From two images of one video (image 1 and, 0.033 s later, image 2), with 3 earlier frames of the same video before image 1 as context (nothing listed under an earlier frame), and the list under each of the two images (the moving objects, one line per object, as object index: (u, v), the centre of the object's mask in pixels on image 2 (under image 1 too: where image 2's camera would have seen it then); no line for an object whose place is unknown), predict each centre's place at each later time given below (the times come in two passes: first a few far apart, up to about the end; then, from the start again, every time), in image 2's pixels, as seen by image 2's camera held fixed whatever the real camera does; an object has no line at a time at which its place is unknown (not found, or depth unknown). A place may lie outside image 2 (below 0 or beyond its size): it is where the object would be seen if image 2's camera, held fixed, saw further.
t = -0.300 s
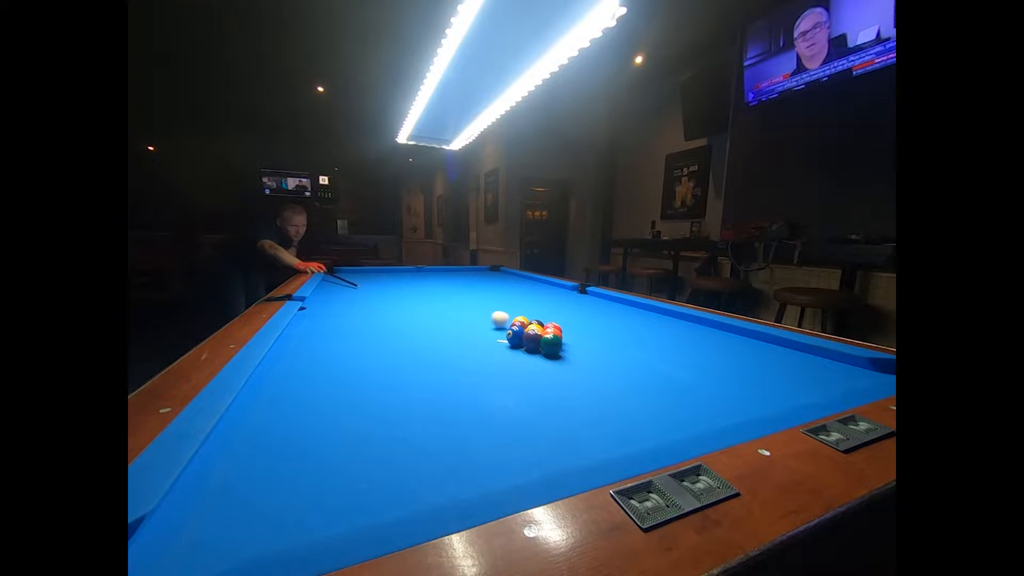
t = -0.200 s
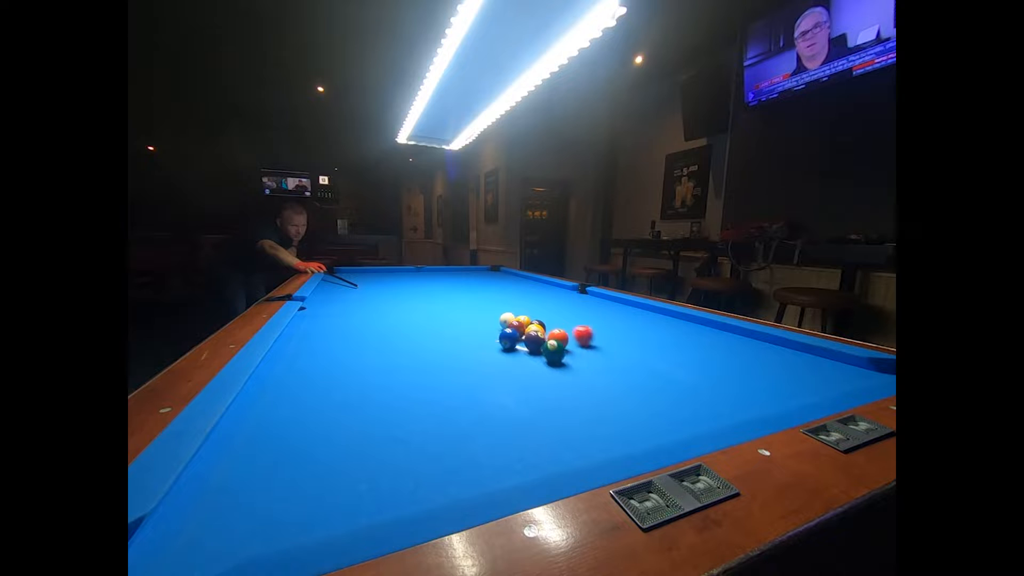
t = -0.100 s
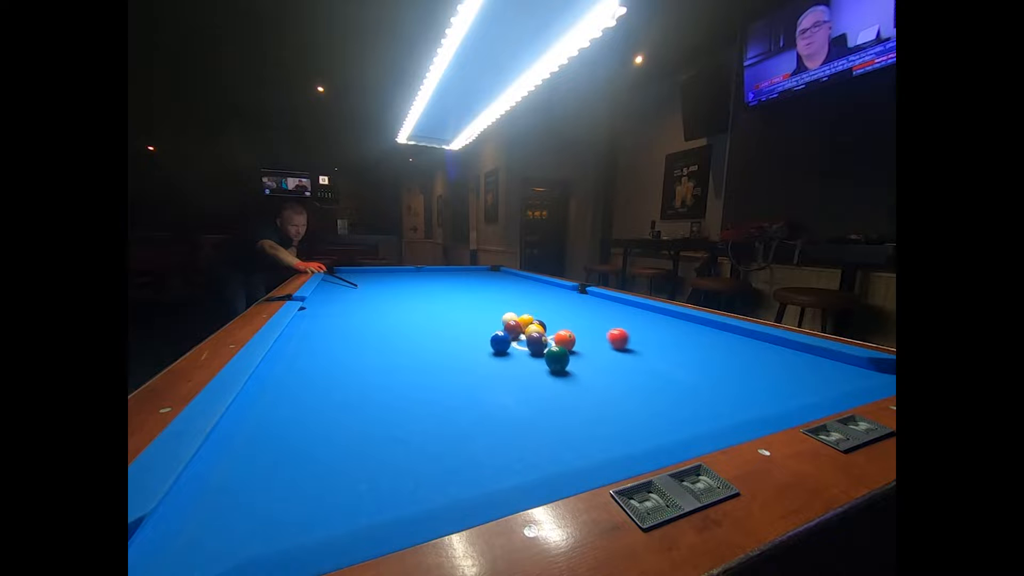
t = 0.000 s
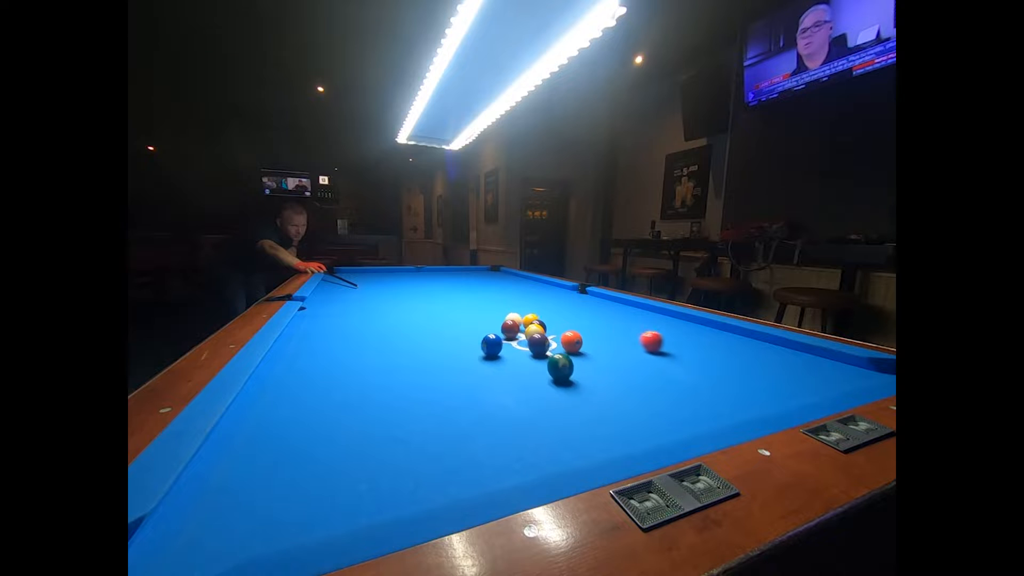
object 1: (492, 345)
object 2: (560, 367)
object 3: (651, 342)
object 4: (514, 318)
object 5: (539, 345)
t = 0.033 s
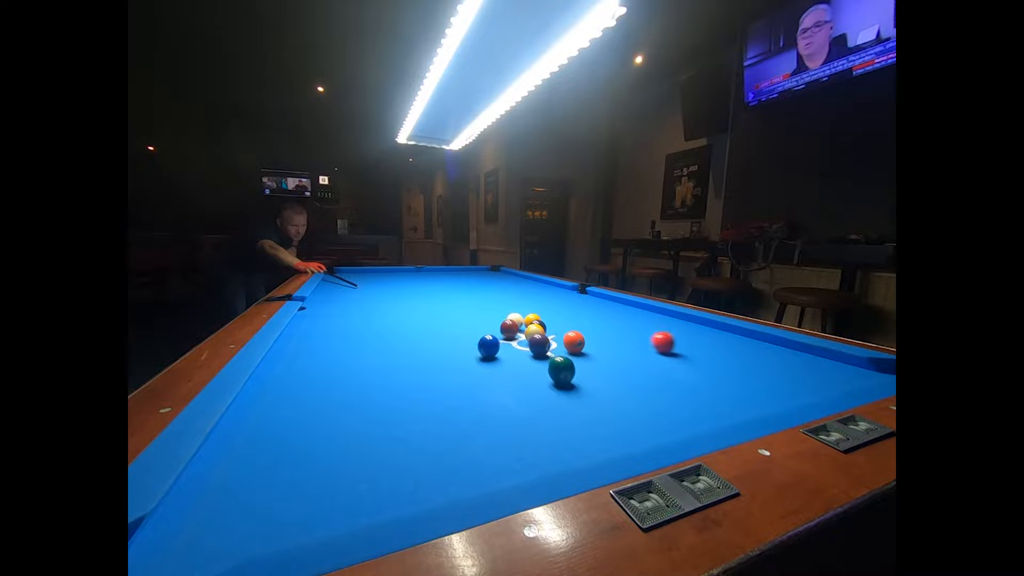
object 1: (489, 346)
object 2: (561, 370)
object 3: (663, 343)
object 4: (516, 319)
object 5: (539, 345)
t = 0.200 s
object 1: (473, 352)
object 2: (568, 386)
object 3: (721, 347)
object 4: (520, 322)
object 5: (542, 347)
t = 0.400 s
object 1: (452, 360)
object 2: (579, 412)
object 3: (794, 353)
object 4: (525, 321)
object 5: (545, 349)
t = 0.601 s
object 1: (429, 368)
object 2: (591, 443)
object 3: (847, 361)
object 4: (531, 319)
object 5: (548, 351)
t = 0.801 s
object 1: (405, 376)
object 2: (564, 437)
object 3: (861, 372)
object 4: (539, 319)
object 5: (550, 352)
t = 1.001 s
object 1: (379, 385)
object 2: (538, 424)
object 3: (849, 376)
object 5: (551, 354)
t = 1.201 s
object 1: (352, 395)
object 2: (517, 413)
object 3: (818, 377)
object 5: (552, 354)
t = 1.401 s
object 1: (323, 405)
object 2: (500, 404)
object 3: (788, 377)
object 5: (553, 355)
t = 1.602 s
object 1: (293, 416)
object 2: (486, 396)
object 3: (760, 376)
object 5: (553, 355)
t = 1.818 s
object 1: (259, 427)
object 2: (473, 389)
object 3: (731, 375)
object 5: (553, 355)
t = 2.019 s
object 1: (233, 436)
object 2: (463, 384)
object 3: (706, 375)
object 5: (553, 355)
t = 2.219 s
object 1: (245, 438)
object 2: (455, 380)
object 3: (682, 374)
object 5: (553, 355)
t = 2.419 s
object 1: (254, 438)
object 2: (449, 376)
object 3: (660, 374)
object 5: (553, 355)
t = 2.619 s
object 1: (258, 441)
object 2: (444, 373)
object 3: (640, 373)
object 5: (553, 355)
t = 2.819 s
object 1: (259, 443)
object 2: (441, 371)
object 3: (622, 373)
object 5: (553, 355)
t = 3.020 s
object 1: (260, 445)
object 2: (439, 369)
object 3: (605, 373)
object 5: (553, 355)
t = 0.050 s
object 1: (487, 347)
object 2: (562, 371)
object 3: (669, 343)
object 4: (516, 319)
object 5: (540, 346)
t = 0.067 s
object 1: (485, 347)
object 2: (563, 373)
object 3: (674, 344)
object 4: (518, 319)
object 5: (540, 346)
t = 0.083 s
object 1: (484, 348)
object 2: (563, 375)
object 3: (680, 344)
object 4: (518, 320)
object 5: (540, 346)
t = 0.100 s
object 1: (482, 348)
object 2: (564, 376)
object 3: (685, 344)
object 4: (518, 320)
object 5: (540, 346)
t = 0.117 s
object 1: (481, 349)
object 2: (565, 378)
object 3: (691, 345)
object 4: (519, 320)
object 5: (541, 347)
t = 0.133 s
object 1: (479, 350)
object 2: (565, 380)
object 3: (697, 345)
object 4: (519, 321)
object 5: (541, 347)
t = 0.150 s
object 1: (478, 350)
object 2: (566, 381)
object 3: (703, 346)
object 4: (519, 321)
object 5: (541, 347)
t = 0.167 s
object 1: (476, 351)
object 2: (567, 383)
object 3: (709, 346)
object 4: (520, 322)
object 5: (542, 347)
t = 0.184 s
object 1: (474, 352)
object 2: (567, 385)
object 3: (715, 347)
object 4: (520, 322)
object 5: (542, 347)
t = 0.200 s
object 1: (473, 352)
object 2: (568, 386)
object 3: (721, 347)
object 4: (520, 322)
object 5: (542, 347)
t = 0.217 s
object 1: (471, 353)
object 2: (569, 388)
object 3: (727, 348)
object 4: (521, 322)
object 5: (542, 348)
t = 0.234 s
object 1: (469, 353)
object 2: (570, 391)
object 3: (733, 348)
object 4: (521, 322)
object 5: (543, 348)
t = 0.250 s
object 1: (468, 354)
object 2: (571, 393)
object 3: (739, 349)
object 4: (521, 322)
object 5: (543, 348)
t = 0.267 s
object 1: (466, 355)
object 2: (571, 395)
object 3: (745, 349)
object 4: (522, 322)
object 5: (543, 348)
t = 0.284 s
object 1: (464, 355)
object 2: (572, 397)
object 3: (751, 350)
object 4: (522, 322)
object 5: (543, 348)
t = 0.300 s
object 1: (462, 356)
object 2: (573, 399)
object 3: (757, 350)
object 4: (522, 322)
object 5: (544, 348)
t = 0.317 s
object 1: (461, 357)
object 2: (574, 402)
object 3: (763, 351)
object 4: (523, 322)
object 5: (544, 348)
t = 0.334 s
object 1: (459, 357)
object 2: (575, 403)
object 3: (769, 351)
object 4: (523, 322)
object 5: (544, 348)
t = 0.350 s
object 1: (457, 358)
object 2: (576, 405)
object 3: (775, 352)
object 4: (524, 322)
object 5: (544, 349)
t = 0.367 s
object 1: (456, 358)
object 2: (577, 407)
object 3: (782, 352)
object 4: (524, 321)
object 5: (545, 349)
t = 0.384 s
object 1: (454, 359)
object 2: (578, 410)
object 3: (788, 353)
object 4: (524, 321)
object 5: (545, 349)
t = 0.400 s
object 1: (452, 360)
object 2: (579, 412)
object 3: (794, 353)
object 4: (525, 321)
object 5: (545, 349)
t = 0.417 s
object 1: (450, 360)
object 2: (580, 415)
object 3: (800, 353)
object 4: (525, 321)
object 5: (545, 349)
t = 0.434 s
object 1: (448, 361)
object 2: (581, 418)
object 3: (806, 354)
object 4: (525, 321)
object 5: (546, 349)
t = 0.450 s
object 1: (447, 362)
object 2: (582, 421)
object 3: (812, 354)
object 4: (526, 321)
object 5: (546, 349)
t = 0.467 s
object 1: (445, 362)
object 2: (583, 423)
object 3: (819, 355)
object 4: (526, 321)
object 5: (546, 350)
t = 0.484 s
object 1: (443, 363)
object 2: (584, 426)
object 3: (825, 355)
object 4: (526, 321)
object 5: (546, 350)
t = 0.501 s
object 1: (441, 364)
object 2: (585, 428)
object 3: (831, 356)
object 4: (527, 321)
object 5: (547, 350)
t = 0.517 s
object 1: (439, 364)
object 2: (586, 431)
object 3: (837, 357)
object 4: (528, 321)
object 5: (547, 350)
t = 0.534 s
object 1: (437, 365)
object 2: (587, 434)
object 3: (843, 357)
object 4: (528, 320)
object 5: (547, 350)
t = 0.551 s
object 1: (435, 365)
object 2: (588, 437)
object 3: (844, 358)
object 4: (529, 320)
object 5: (547, 351)
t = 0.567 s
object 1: (433, 366)
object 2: (589, 439)
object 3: (845, 359)
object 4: (530, 320)
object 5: (548, 351)
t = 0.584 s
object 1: (431, 367)
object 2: (590, 441)
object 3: (846, 360)
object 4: (530, 320)
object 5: (548, 351)
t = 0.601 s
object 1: (429, 368)
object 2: (591, 443)
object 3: (847, 361)
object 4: (531, 319)
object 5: (548, 351)
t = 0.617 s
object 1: (427, 368)
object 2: (591, 445)
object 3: (848, 362)
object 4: (531, 319)
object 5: (548, 351)
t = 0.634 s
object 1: (426, 369)
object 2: (589, 444)
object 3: (849, 363)
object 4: (532, 319)
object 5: (548, 352)
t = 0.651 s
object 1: (424, 370)
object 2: (587, 444)
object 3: (850, 364)
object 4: (532, 319)
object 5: (549, 352)
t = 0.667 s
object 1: (422, 371)
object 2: (584, 444)
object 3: (851, 365)
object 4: (533, 319)
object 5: (549, 352)
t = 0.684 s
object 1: (420, 371)
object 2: (581, 443)
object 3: (853, 366)
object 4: (533, 319)
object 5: (549, 352)
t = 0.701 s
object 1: (418, 372)
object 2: (579, 443)
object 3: (854, 367)
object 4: (534, 319)
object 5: (549, 352)
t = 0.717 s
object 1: (416, 372)
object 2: (576, 442)
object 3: (855, 368)
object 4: (534, 319)
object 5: (549, 352)
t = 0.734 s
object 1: (414, 373)
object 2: (574, 442)
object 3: (856, 369)
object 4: (535, 319)
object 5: (549, 352)
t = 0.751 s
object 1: (412, 374)
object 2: (572, 441)
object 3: (857, 370)
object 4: (535, 319)
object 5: (550, 352)
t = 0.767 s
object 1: (410, 375)
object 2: (569, 439)
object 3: (859, 370)
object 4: (537, 319)
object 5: (550, 352)
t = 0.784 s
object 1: (407, 375)
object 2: (567, 438)
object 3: (859, 371)
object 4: (538, 319)
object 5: (550, 352)
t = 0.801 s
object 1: (405, 376)
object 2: (564, 437)
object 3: (861, 372)
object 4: (539, 319)
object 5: (550, 352)
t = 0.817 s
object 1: (403, 377)
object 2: (562, 436)
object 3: (862, 372)
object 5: (550, 352)
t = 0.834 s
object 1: (401, 378)
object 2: (560, 434)
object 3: (863, 373)
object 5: (550, 352)
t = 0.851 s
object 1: (399, 378)
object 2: (557, 433)
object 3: (863, 374)
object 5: (550, 352)
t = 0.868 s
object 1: (397, 379)
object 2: (555, 432)
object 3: (864, 374)
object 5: (550, 353)
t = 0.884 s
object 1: (395, 380)
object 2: (553, 431)
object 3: (865, 374)
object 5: (551, 353)
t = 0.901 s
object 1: (393, 381)
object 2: (551, 430)
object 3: (865, 375)
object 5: (551, 353)
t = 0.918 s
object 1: (390, 381)
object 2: (549, 429)
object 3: (862, 375)
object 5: (551, 353)
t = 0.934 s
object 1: (388, 382)
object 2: (546, 428)
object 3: (860, 375)
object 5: (551, 353)
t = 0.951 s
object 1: (386, 383)
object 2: (544, 427)
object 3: (857, 376)
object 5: (551, 353)
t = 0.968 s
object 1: (384, 384)
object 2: (542, 427)
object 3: (854, 376)
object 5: (551, 353)
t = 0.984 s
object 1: (382, 384)
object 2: (540, 426)
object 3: (852, 376)
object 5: (551, 353)
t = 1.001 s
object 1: (379, 385)
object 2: (538, 424)
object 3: (849, 376)
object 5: (551, 354)
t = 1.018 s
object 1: (377, 386)
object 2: (536, 423)
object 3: (847, 377)
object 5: (551, 354)
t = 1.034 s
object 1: (375, 387)
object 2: (535, 422)
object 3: (844, 377)
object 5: (552, 354)
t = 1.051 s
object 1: (373, 387)
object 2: (533, 421)
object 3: (842, 377)
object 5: (552, 354)
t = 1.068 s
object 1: (370, 389)
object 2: (531, 420)
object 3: (839, 377)
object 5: (552, 355)
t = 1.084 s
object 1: (368, 389)
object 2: (529, 419)
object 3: (836, 377)
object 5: (552, 355)
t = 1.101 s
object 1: (366, 390)
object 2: (527, 418)
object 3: (834, 377)
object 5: (552, 355)
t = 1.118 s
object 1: (363, 391)
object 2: (526, 417)
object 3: (831, 377)
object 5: (552, 355)
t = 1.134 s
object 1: (361, 391)
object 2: (524, 417)
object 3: (829, 377)
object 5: (552, 354)
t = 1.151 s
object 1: (359, 393)
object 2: (522, 415)
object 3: (826, 378)
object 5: (552, 354)
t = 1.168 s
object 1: (357, 393)
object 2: (521, 414)
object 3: (824, 377)
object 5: (552, 355)
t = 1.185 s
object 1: (354, 394)
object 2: (519, 413)
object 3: (821, 377)
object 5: (552, 354)
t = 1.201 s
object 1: (352, 395)
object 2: (517, 413)
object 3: (818, 377)
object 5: (552, 354)
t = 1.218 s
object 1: (349, 396)
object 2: (516, 412)
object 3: (816, 377)
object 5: (552, 354)
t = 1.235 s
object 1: (347, 397)
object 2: (514, 411)
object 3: (813, 377)
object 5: (552, 354)
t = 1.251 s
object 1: (345, 397)
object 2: (513, 410)
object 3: (810, 377)
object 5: (552, 355)
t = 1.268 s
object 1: (342, 398)
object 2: (511, 409)
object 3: (808, 377)
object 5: (552, 355)
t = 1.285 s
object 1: (340, 399)
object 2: (510, 409)
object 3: (805, 377)
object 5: (552, 355)
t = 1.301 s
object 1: (338, 400)
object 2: (508, 408)
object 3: (803, 377)
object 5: (552, 355)
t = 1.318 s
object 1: (335, 401)
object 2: (507, 407)
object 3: (800, 377)
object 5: (553, 355)
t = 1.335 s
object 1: (333, 402)
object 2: (506, 407)
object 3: (798, 377)
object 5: (553, 355)
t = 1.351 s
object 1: (330, 403)
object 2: (504, 405)
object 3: (796, 377)
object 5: (553, 355)
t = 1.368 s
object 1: (328, 403)
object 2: (503, 405)
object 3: (793, 377)
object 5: (553, 355)
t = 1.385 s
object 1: (325, 404)
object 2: (502, 404)
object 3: (790, 377)
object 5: (553, 355)
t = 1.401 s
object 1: (323, 405)
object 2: (500, 404)
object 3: (788, 377)
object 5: (553, 355)
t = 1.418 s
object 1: (321, 406)
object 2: (499, 403)
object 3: (786, 377)
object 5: (553, 355)
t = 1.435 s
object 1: (318, 407)
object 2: (498, 403)
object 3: (783, 376)
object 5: (553, 355)
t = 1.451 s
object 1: (316, 408)
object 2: (496, 402)
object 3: (781, 376)
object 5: (553, 355)
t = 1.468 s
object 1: (313, 409)
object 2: (495, 401)
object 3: (778, 376)
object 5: (553, 355)
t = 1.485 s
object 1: (311, 409)
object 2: (494, 400)
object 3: (776, 376)
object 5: (553, 355)
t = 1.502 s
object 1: (308, 410)
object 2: (493, 400)
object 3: (774, 376)
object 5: (553, 355)
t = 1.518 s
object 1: (305, 412)
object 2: (492, 399)
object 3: (771, 376)
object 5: (553, 355)
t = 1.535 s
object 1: (303, 412)
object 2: (491, 398)
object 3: (769, 376)
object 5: (553, 355)
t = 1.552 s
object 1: (300, 413)
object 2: (489, 398)
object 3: (767, 376)
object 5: (553, 355)
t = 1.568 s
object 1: (298, 414)
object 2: (488, 397)
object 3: (765, 376)
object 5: (553, 355)
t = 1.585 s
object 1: (295, 415)
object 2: (487, 397)
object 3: (762, 376)
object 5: (553, 355)
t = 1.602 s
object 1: (293, 416)
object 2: (486, 396)
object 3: (760, 376)
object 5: (553, 355)
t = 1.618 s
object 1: (290, 417)
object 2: (485, 395)
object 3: (757, 376)
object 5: (553, 355)
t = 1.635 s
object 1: (288, 418)
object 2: (484, 395)
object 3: (755, 376)
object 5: (553, 355)
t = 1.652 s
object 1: (285, 419)
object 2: (483, 394)
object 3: (753, 376)
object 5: (553, 355)
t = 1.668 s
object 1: (282, 420)
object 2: (482, 394)
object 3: (751, 376)
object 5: (553, 355)
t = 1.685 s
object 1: (280, 420)
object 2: (481, 393)
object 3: (748, 376)
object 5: (553, 355)
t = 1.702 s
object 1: (277, 421)
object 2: (480, 393)
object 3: (746, 375)
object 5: (553, 355)
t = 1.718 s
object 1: (275, 422)
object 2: (479, 392)
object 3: (744, 376)
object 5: (553, 355)
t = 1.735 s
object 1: (272, 422)
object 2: (478, 392)
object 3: (742, 375)
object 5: (553, 355)
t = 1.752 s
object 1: (269, 423)
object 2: (477, 391)
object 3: (739, 375)
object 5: (553, 355)
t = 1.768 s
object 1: (267, 424)
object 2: (476, 391)
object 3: (737, 375)
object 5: (553, 355)
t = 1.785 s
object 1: (264, 425)
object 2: (475, 390)
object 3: (735, 375)
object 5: (553, 355)
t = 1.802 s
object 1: (262, 426)
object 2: (474, 390)
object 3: (733, 375)
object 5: (553, 355)
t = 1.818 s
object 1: (259, 427)
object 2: (473, 389)
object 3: (731, 375)
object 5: (553, 355)
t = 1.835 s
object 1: (256, 427)
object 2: (472, 389)
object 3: (729, 375)
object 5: (553, 355)
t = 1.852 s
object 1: (254, 428)
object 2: (471, 388)
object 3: (726, 375)
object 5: (553, 355)
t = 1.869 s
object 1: (251, 429)
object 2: (471, 388)
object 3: (724, 375)
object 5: (553, 355)
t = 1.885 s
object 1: (249, 430)
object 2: (470, 388)
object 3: (722, 375)
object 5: (553, 355)
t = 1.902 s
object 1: (246, 431)
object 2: (469, 387)
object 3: (720, 375)
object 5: (553, 355)
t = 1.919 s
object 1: (243, 432)
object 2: (468, 387)
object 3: (718, 375)
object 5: (553, 355)
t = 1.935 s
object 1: (241, 433)
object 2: (467, 386)
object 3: (716, 375)
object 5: (553, 355)
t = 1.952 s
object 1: (238, 433)
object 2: (466, 386)
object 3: (714, 375)
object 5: (553, 355)
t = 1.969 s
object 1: (235, 434)
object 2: (465, 386)
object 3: (712, 375)
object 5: (553, 355)
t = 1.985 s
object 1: (233, 435)
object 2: (465, 385)
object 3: (710, 375)
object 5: (553, 355)
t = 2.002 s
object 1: (231, 436)
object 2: (464, 385)
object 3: (708, 375)
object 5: (553, 355)
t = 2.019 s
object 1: (233, 436)
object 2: (463, 384)
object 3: (706, 375)
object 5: (553, 355)
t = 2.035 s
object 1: (234, 436)
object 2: (462, 384)
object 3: (704, 375)
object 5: (553, 355)
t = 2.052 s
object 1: (235, 436)
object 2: (462, 384)
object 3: (702, 375)
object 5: (553, 355)
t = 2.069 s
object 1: (236, 436)
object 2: (461, 383)
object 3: (700, 375)
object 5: (553, 355)
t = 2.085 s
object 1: (237, 436)
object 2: (460, 383)
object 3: (698, 375)
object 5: (553, 355)
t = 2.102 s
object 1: (238, 436)
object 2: (460, 383)
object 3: (696, 375)
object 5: (553, 355)
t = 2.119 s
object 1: (239, 437)
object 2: (459, 382)
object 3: (694, 375)
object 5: (553, 355)
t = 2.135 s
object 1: (240, 437)
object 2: (458, 382)
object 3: (692, 375)
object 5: (553, 355)
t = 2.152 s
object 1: (241, 437)
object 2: (458, 381)
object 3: (690, 375)
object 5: (553, 355)
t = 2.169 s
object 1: (242, 437)
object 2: (457, 381)
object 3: (688, 374)
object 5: (553, 355)
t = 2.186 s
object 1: (243, 438)
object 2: (456, 381)
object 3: (686, 374)
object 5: (553, 355)
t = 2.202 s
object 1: (244, 438)
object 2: (456, 380)
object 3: (684, 374)
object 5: (553, 355)
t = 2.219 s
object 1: (245, 438)
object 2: (455, 380)
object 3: (682, 374)
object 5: (553, 355)
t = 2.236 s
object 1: (246, 438)
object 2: (454, 380)
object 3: (680, 374)
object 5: (553, 355)
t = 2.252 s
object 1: (247, 438)
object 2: (454, 379)
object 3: (679, 374)
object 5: (553, 355)
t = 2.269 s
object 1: (248, 438)
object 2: (453, 379)
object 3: (677, 374)
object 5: (553, 355)
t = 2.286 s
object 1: (248, 438)
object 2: (453, 379)
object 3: (675, 374)
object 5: (553, 355)
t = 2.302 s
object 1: (249, 438)
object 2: (452, 378)
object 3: (673, 374)
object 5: (553, 355)
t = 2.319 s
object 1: (250, 438)
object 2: (452, 378)
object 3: (671, 374)
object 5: (553, 355)
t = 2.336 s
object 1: (251, 438)
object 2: (451, 378)
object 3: (669, 374)
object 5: (553, 355)
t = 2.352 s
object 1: (251, 439)
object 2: (450, 378)
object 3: (668, 374)
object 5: (553, 355)
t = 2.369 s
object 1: (252, 438)
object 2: (450, 377)
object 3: (666, 374)
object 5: (553, 355)
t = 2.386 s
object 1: (253, 438)
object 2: (450, 377)
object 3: (664, 374)
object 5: (553, 355)
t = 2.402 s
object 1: (253, 439)
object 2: (449, 377)
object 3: (662, 374)
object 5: (553, 355)
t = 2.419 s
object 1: (254, 438)
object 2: (449, 376)
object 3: (660, 374)
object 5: (553, 355)
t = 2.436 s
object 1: (254, 439)
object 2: (448, 376)
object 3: (659, 373)
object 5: (553, 355)
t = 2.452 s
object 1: (255, 439)
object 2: (448, 376)
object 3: (657, 373)
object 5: (553, 355)
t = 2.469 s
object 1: (255, 439)
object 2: (447, 376)
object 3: (655, 373)
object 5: (553, 355)
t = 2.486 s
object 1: (256, 439)
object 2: (447, 376)
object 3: (654, 373)
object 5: (553, 355)
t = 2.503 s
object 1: (256, 440)
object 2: (446, 375)
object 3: (652, 373)
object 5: (553, 355)
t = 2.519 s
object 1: (256, 440)
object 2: (446, 375)
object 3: (650, 373)
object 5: (553, 355)
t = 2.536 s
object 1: (257, 440)
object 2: (446, 375)
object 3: (648, 373)
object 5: (553, 355)
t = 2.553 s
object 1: (257, 440)
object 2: (445, 374)
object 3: (647, 373)
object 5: (553, 355)
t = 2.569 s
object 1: (257, 440)
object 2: (445, 374)
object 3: (645, 373)
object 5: (553, 355)
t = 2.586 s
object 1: (258, 440)
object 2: (445, 374)
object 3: (644, 373)
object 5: (553, 355)
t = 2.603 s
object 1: (258, 441)
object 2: (444, 373)
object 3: (642, 373)
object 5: (553, 355)
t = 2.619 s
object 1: (258, 441)
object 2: (444, 373)
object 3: (640, 373)
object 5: (553, 355)
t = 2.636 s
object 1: (258, 441)
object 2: (444, 373)
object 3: (639, 373)
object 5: (553, 355)
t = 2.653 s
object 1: (258, 441)
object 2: (444, 373)
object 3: (637, 373)
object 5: (553, 355)
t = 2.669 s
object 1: (259, 442)
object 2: (443, 373)
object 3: (636, 373)
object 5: (553, 355)
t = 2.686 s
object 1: (259, 442)
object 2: (443, 372)
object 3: (634, 373)
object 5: (553, 355)
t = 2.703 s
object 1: (259, 442)
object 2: (443, 372)
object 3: (633, 373)
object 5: (553, 355)
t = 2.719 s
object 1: (259, 442)
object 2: (443, 372)
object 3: (631, 373)
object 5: (553, 355)
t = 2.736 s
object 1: (259, 442)
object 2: (442, 372)
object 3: (629, 373)
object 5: (553, 355)
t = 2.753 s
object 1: (259, 442)
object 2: (442, 372)
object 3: (628, 373)
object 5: (553, 355)
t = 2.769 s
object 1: (259, 443)
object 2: (442, 372)
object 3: (626, 373)
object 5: (553, 355)
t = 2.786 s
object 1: (259, 443)
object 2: (442, 372)
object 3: (625, 373)
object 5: (553, 355)
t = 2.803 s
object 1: (259, 443)
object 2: (442, 371)
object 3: (623, 373)
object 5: (553, 355)
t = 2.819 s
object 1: (259, 443)
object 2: (441, 371)
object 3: (622, 373)
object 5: (553, 355)
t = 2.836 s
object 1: (259, 444)
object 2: (441, 371)
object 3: (621, 373)
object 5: (553, 355)
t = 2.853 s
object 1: (259, 444)
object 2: (441, 370)
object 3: (619, 373)
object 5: (553, 355)
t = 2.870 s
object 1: (259, 444)
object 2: (441, 370)
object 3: (618, 373)
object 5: (553, 355)
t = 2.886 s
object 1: (259, 444)
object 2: (441, 370)
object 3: (616, 373)
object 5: (553, 355)
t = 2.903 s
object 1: (259, 444)
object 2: (440, 370)
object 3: (615, 373)
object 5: (553, 355)
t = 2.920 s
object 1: (260, 444)
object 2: (440, 370)
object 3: (613, 373)
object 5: (553, 355)
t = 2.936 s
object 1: (260, 444)
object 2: (440, 369)
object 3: (612, 373)
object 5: (553, 355)
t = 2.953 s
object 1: (260, 445)
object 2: (440, 369)
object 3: (611, 373)
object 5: (553, 355)
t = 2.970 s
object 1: (260, 445)
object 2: (440, 369)
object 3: (609, 373)
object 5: (553, 355)
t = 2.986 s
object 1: (260, 444)
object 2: (439, 369)
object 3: (608, 373)
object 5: (553, 355)
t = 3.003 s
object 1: (260, 445)
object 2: (439, 369)
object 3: (606, 373)
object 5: (553, 355)
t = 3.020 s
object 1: (260, 445)
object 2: (439, 369)
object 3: (605, 373)
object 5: (553, 355)
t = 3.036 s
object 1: (260, 445)
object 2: (439, 369)
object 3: (604, 373)
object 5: (553, 355)
